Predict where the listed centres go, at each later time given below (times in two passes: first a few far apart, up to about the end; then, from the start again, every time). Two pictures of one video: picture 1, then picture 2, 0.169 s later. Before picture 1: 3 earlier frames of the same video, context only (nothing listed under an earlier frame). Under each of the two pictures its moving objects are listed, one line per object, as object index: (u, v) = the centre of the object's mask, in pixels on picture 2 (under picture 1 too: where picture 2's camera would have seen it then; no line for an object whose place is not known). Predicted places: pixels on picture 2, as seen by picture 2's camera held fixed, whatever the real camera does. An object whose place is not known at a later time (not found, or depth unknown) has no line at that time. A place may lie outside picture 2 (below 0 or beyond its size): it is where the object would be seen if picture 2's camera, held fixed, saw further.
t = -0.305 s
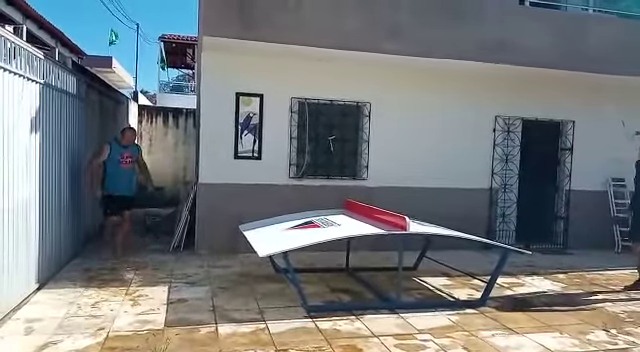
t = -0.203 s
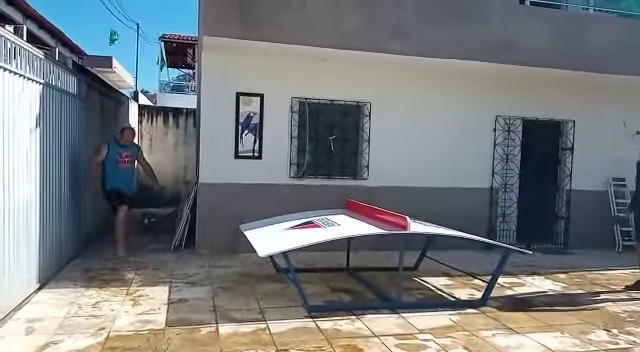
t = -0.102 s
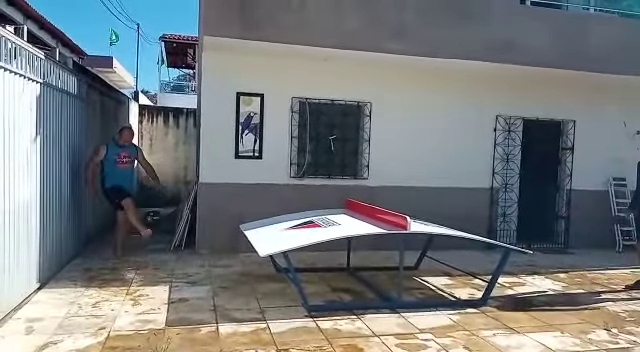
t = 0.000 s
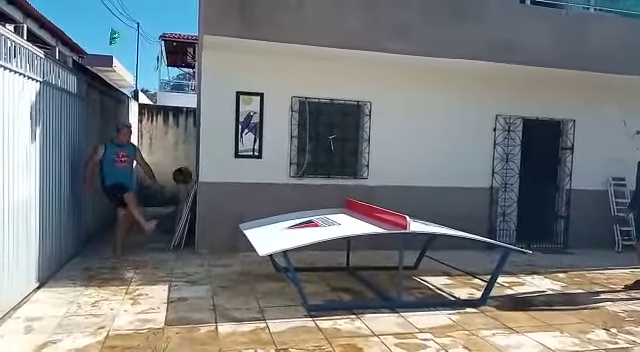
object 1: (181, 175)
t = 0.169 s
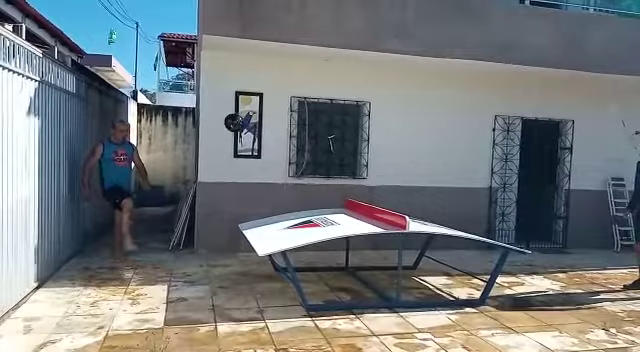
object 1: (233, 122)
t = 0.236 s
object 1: (255, 107)
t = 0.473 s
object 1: (335, 83)
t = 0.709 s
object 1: (416, 110)
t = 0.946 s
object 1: (503, 195)
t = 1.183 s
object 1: (599, 301)
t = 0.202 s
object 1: (245, 115)
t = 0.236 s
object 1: (255, 107)
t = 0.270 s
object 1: (267, 101)
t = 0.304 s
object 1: (278, 96)
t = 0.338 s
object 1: (289, 91)
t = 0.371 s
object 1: (300, 88)
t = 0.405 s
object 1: (311, 85)
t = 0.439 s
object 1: (323, 84)
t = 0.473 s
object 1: (335, 83)
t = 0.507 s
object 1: (346, 84)
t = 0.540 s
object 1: (358, 85)
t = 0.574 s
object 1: (369, 88)
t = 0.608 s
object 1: (381, 92)
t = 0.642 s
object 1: (393, 97)
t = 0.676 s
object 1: (404, 103)
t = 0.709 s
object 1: (416, 110)
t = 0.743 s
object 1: (428, 119)
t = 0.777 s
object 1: (440, 129)
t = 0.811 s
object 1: (452, 140)
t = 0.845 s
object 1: (465, 151)
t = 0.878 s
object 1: (477, 164)
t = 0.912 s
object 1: (489, 180)
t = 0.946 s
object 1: (503, 195)
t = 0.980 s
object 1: (514, 213)
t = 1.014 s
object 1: (528, 231)
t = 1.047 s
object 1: (540, 248)
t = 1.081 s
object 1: (555, 261)
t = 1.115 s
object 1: (570, 275)
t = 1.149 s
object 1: (585, 290)
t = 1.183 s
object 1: (599, 301)
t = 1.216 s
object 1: (611, 295)
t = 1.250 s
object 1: (622, 290)
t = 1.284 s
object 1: (632, 285)
